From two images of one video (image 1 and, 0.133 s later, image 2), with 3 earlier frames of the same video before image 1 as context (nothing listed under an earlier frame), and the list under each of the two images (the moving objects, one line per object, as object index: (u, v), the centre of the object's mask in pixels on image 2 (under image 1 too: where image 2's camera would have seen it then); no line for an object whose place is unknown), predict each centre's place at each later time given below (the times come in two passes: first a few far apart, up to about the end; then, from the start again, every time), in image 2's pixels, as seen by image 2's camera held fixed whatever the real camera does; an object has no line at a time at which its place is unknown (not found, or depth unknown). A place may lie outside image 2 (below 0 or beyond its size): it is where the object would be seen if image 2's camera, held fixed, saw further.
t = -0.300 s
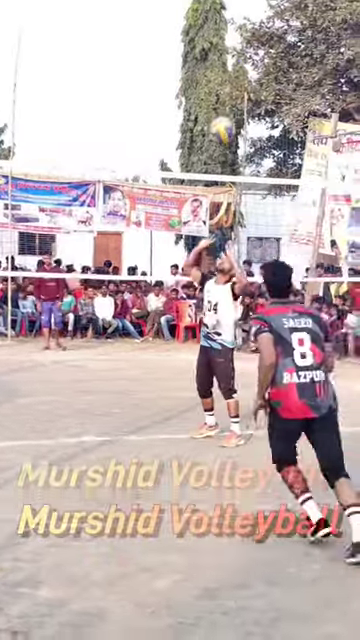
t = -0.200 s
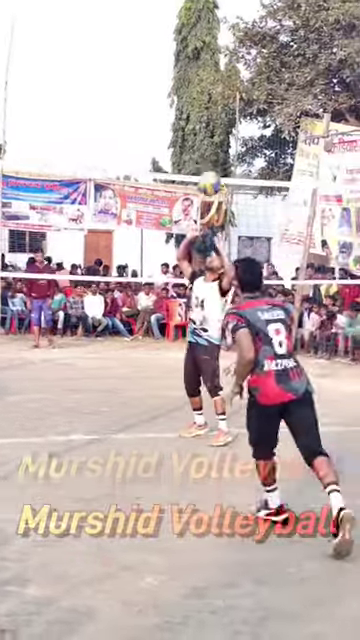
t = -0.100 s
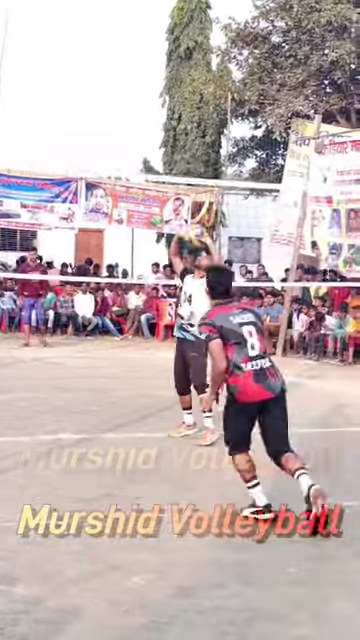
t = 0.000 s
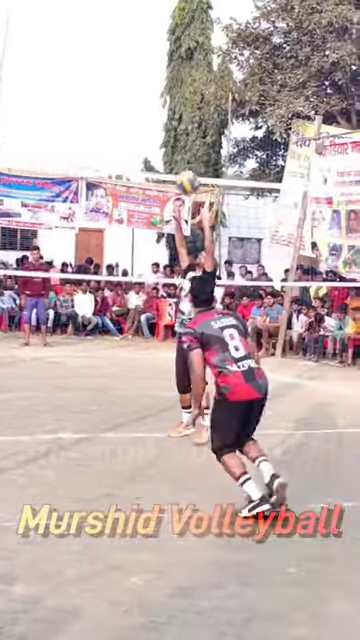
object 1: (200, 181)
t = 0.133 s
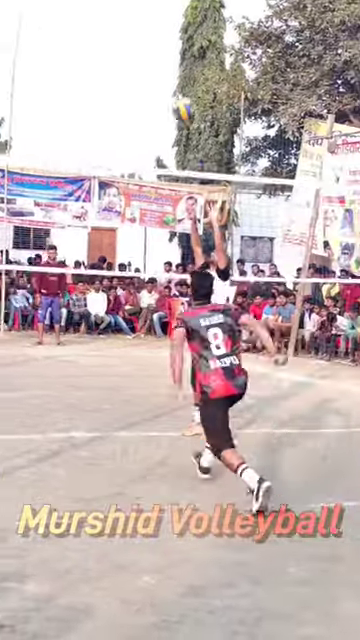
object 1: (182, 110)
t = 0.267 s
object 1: (167, 60)
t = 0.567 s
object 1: (124, 18)
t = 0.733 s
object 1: (98, 38)
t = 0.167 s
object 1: (178, 96)
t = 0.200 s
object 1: (174, 83)
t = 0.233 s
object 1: (169, 71)
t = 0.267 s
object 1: (167, 60)
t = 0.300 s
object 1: (162, 49)
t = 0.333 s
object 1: (158, 41)
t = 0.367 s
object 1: (153, 34)
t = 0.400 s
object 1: (149, 28)
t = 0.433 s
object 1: (144, 24)
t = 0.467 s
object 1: (139, 21)
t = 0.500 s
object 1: (134, 18)
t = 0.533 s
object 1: (129, 17)
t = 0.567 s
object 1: (124, 18)
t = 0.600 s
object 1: (119, 19)
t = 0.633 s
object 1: (113, 22)
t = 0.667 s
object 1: (109, 26)
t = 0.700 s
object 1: (103, 32)
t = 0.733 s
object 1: (98, 38)
